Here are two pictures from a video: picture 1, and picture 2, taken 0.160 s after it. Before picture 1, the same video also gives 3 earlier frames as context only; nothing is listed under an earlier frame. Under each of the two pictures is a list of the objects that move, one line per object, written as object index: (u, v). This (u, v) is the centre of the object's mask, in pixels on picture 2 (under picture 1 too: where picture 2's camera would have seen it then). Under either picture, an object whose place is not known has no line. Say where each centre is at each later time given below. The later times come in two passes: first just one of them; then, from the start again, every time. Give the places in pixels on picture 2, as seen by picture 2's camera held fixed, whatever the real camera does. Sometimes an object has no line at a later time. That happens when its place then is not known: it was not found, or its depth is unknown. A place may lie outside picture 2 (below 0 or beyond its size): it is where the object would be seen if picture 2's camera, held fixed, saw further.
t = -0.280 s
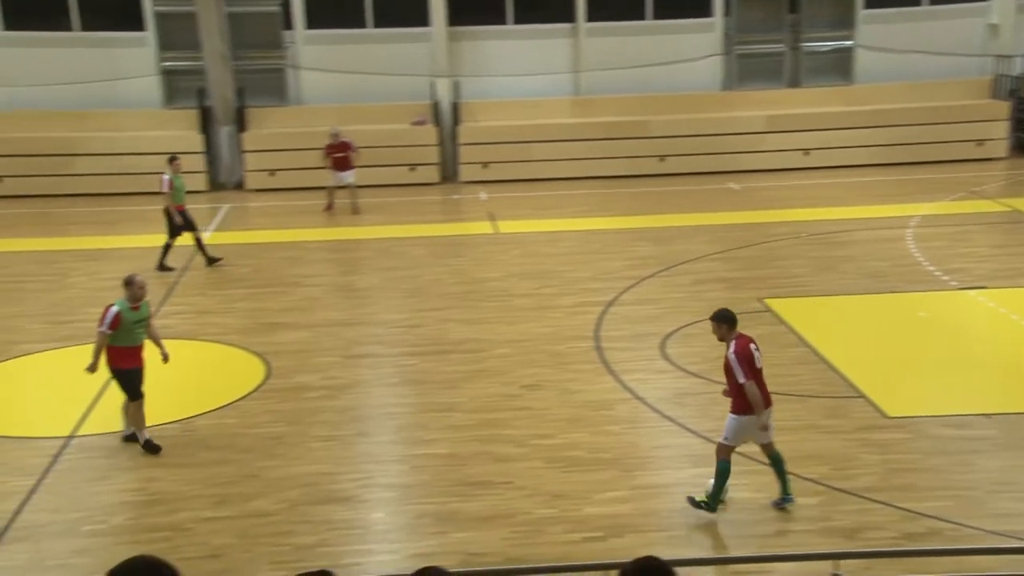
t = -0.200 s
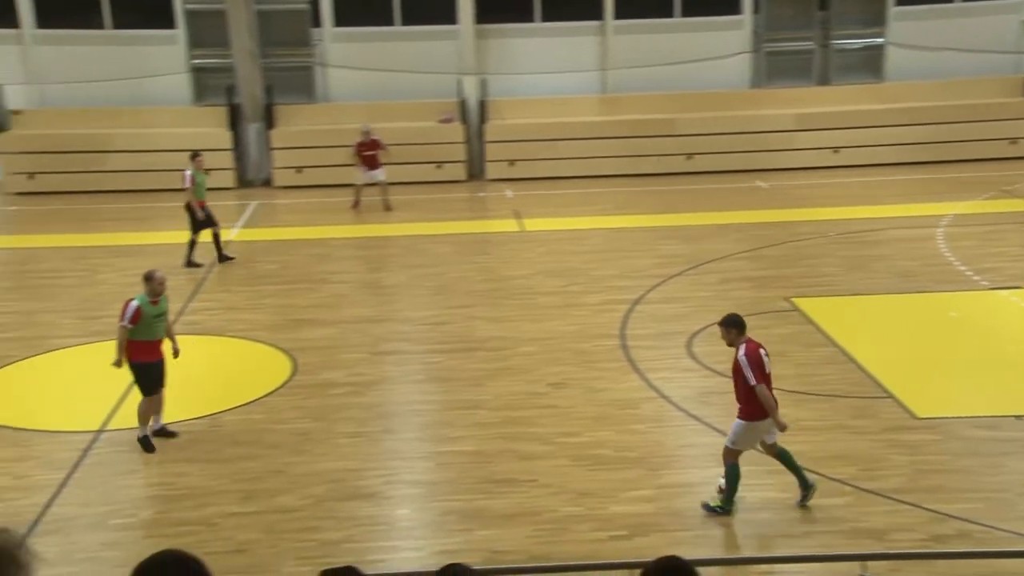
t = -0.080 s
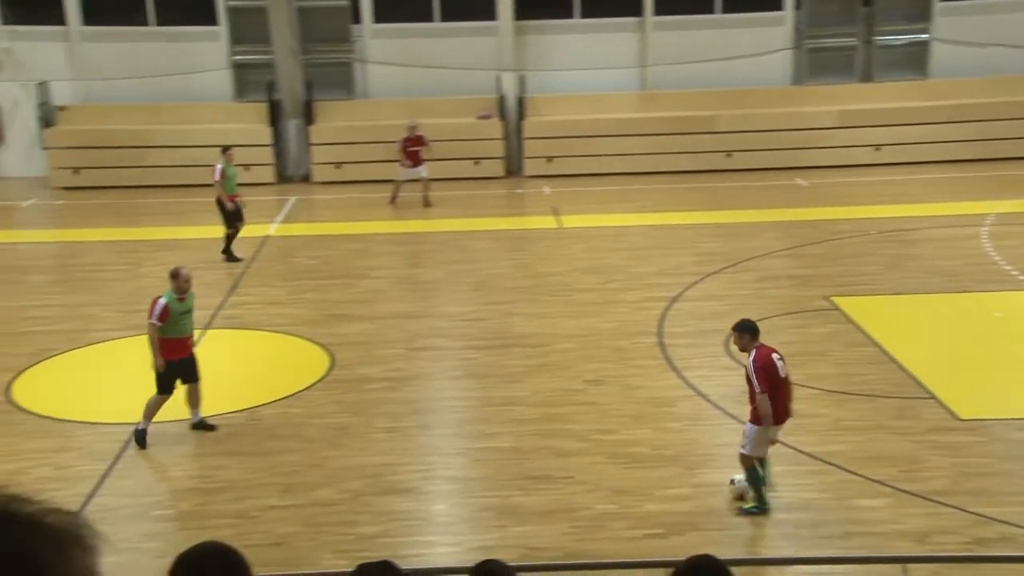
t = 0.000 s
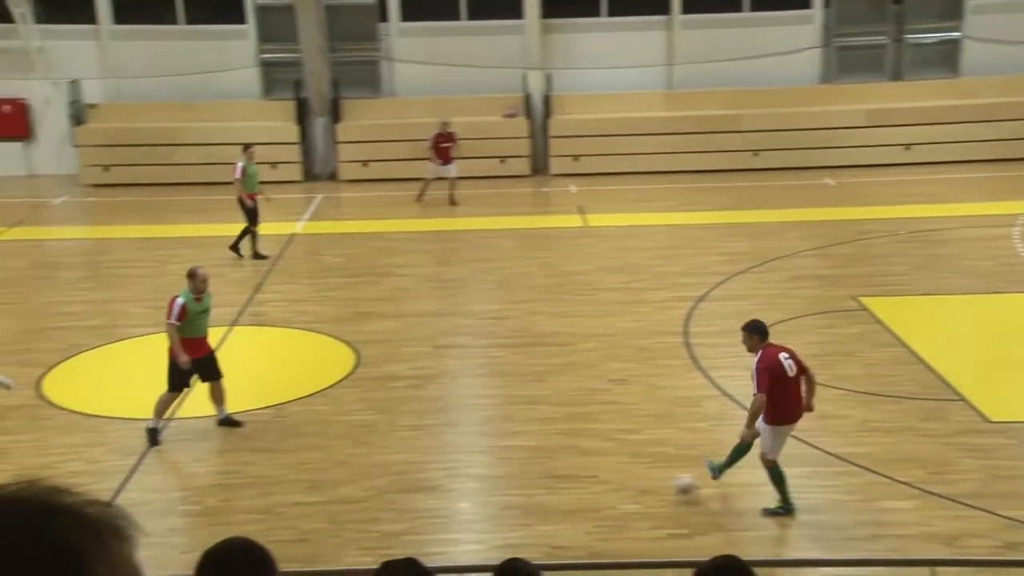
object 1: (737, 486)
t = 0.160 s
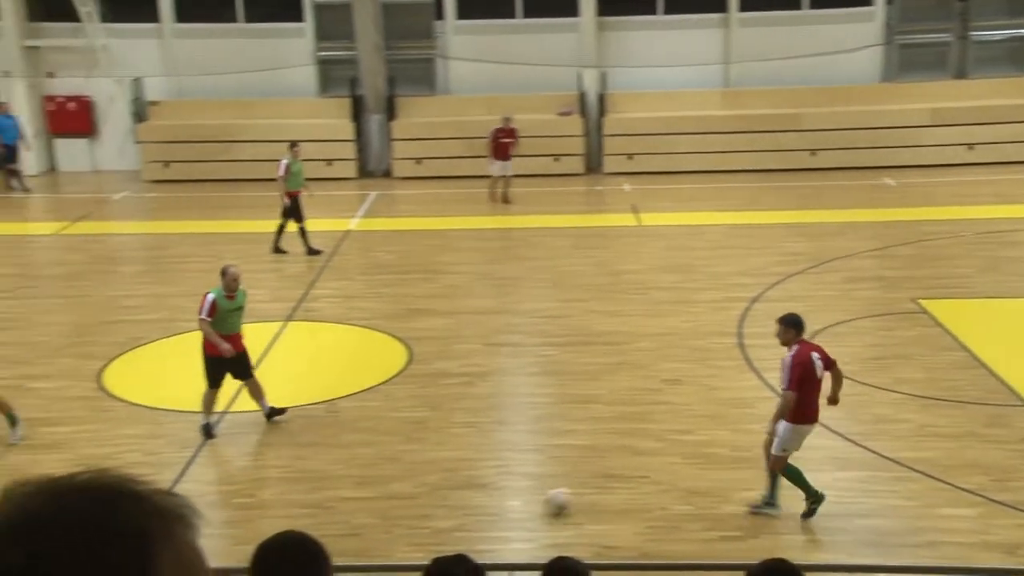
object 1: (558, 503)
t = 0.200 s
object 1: (518, 505)
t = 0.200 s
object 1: (518, 505)
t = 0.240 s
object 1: (478, 501)
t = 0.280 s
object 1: (437, 503)
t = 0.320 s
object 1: (399, 508)
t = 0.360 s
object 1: (359, 515)
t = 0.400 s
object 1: (320, 523)
